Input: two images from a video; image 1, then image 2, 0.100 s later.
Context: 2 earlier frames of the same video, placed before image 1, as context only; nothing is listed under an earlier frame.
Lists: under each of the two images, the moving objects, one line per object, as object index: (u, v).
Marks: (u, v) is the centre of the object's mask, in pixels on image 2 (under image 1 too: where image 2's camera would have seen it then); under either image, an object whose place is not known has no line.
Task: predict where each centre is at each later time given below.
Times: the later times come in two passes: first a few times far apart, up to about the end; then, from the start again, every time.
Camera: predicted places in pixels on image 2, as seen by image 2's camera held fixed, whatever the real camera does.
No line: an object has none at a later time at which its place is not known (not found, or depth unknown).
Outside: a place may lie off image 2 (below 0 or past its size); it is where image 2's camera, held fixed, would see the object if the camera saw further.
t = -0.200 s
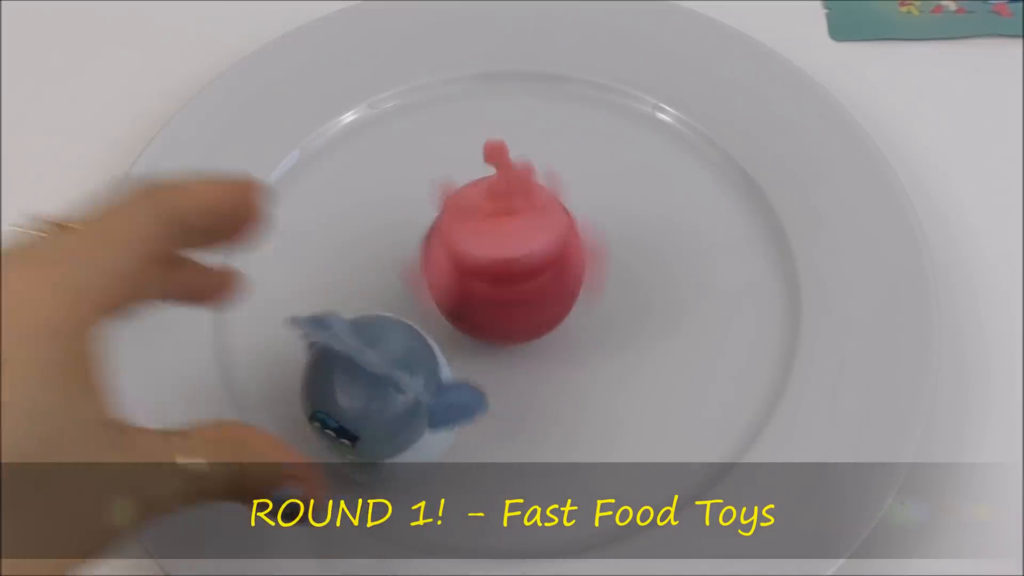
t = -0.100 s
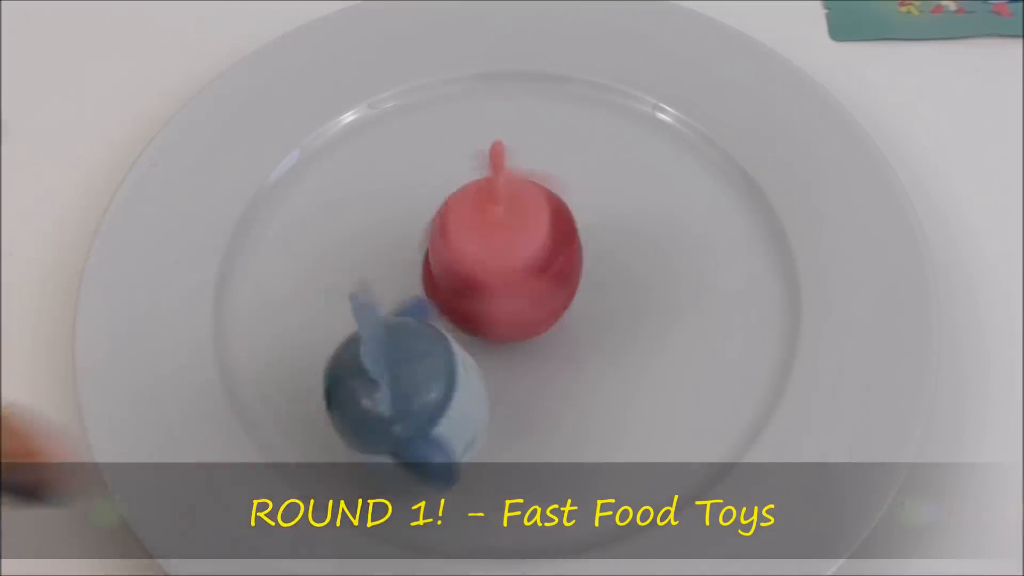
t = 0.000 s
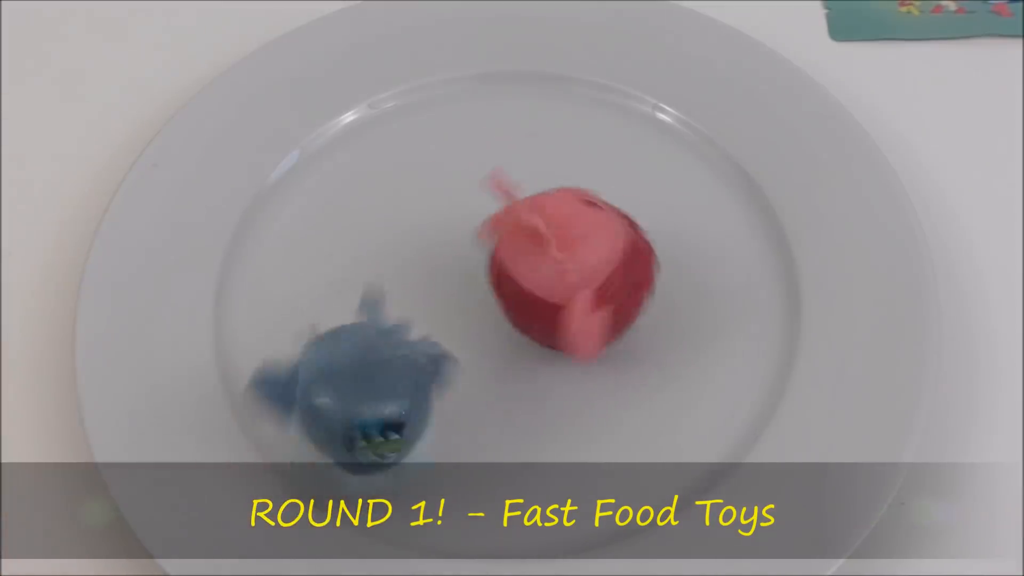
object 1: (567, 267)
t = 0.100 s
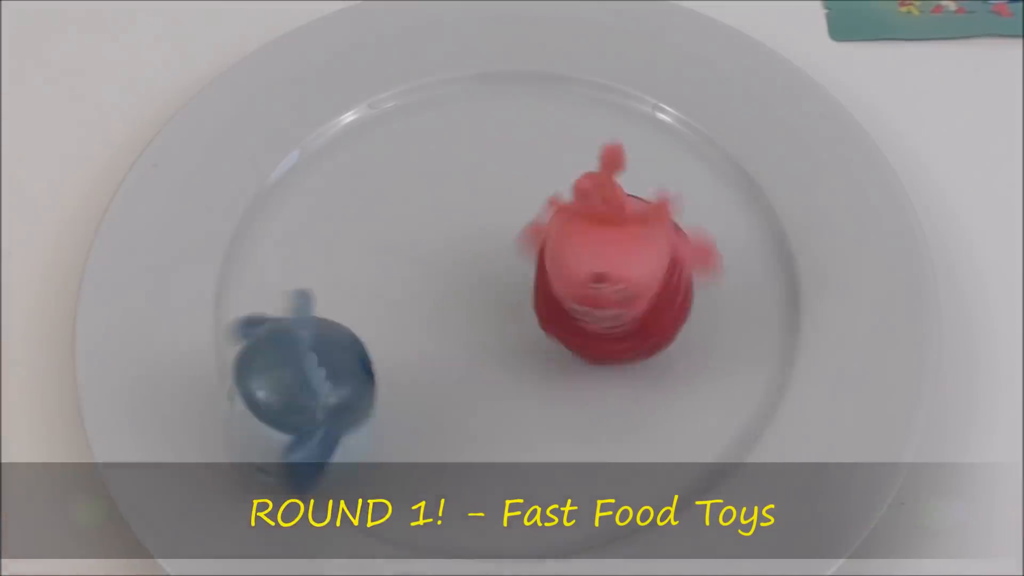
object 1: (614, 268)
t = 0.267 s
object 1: (624, 293)
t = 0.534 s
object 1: (602, 282)
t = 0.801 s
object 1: (641, 295)
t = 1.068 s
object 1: (658, 369)
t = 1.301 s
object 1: (588, 422)
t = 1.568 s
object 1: (543, 427)
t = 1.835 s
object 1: (481, 371)
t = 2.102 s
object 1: (513, 367)
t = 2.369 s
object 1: (466, 325)
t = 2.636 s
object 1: (492, 356)
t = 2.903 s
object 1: (454, 311)
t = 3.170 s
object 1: (479, 341)
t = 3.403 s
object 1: (438, 314)
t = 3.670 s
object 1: (332, 421)
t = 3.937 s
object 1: (349, 397)
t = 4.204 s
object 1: (350, 395)
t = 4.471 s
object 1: (349, 395)
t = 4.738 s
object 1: (348, 396)
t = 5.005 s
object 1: (348, 396)
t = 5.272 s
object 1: (347, 396)
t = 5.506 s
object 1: (303, 395)
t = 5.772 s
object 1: (287, 379)
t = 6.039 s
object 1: (289, 381)
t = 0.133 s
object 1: (620, 277)
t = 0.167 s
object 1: (626, 281)
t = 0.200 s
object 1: (630, 284)
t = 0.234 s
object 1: (623, 287)
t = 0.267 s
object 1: (624, 293)
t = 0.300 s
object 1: (618, 289)
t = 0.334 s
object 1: (616, 287)
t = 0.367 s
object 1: (612, 289)
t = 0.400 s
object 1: (618, 283)
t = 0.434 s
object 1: (611, 283)
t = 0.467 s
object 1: (610, 284)
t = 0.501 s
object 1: (605, 285)
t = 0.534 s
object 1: (602, 282)
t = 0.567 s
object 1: (603, 271)
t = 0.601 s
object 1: (602, 267)
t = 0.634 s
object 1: (605, 265)
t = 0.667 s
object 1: (605, 265)
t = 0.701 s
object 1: (605, 264)
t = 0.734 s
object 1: (607, 260)
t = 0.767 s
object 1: (619, 269)
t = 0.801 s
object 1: (641, 295)
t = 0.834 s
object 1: (657, 320)
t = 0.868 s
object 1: (661, 337)
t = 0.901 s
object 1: (671, 342)
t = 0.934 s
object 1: (689, 353)
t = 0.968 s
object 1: (688, 360)
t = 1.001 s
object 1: (676, 369)
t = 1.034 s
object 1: (668, 371)
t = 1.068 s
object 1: (658, 369)
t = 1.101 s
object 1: (652, 369)
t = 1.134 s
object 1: (642, 377)
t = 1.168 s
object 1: (628, 382)
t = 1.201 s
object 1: (618, 386)
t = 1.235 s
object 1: (611, 394)
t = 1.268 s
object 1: (601, 408)
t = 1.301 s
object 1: (588, 422)
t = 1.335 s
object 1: (580, 420)
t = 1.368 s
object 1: (573, 417)
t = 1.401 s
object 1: (568, 416)
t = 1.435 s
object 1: (565, 420)
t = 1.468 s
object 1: (557, 423)
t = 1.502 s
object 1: (551, 428)
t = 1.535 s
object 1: (549, 425)
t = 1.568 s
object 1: (543, 427)
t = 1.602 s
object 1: (536, 422)
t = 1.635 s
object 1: (529, 420)
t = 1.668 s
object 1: (524, 419)
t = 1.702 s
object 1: (516, 416)
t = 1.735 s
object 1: (506, 411)
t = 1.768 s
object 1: (493, 403)
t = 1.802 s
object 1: (484, 388)
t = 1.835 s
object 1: (481, 371)
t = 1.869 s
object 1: (488, 355)
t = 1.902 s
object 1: (502, 343)
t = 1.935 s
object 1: (518, 338)
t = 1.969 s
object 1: (530, 342)
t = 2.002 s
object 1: (534, 350)
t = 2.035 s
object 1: (530, 357)
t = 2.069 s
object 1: (522, 363)
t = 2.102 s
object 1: (513, 367)
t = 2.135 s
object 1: (505, 370)
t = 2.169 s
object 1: (496, 372)
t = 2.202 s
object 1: (487, 372)
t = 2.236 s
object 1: (474, 367)
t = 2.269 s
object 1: (465, 359)
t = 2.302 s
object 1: (459, 348)
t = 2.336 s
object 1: (459, 336)
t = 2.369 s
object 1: (466, 325)
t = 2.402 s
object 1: (479, 315)
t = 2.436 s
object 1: (493, 314)
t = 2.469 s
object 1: (505, 319)
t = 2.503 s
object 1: (511, 327)
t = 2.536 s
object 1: (510, 336)
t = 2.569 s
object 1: (506, 345)
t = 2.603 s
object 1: (498, 353)
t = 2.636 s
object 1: (492, 356)
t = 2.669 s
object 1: (486, 358)
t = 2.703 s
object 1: (480, 357)
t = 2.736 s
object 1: (471, 355)
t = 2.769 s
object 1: (461, 349)
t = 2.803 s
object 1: (453, 341)
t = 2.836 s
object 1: (448, 332)
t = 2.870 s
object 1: (450, 321)
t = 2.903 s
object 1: (454, 311)
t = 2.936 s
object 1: (465, 303)
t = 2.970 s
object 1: (478, 302)
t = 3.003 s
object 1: (490, 308)
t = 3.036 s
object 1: (498, 315)
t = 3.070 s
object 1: (498, 323)
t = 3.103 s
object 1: (495, 331)
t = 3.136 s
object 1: (488, 338)
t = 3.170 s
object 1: (479, 341)
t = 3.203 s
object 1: (473, 343)
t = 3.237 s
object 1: (467, 343)
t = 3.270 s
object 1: (458, 343)
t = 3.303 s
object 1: (449, 339)
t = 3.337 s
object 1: (442, 332)
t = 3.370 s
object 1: (438, 323)
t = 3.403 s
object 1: (438, 314)
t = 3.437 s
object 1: (439, 310)
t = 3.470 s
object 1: (428, 322)
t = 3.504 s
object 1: (416, 341)
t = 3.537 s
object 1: (400, 363)
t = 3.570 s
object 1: (386, 386)
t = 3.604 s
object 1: (374, 403)
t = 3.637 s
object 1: (350, 412)
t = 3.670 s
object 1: (332, 421)
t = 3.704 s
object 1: (327, 419)
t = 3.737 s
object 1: (331, 412)
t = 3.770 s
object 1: (334, 408)
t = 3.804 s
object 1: (336, 407)
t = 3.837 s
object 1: (339, 404)
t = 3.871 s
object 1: (344, 402)
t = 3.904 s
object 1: (348, 398)
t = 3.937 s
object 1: (349, 397)
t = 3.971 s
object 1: (350, 396)
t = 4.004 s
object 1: (351, 395)
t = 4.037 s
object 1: (350, 395)
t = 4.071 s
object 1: (350, 395)
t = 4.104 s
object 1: (350, 395)
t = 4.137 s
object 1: (350, 395)
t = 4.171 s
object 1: (350, 395)
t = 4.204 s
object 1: (350, 395)
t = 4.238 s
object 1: (350, 395)
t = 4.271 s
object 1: (350, 395)
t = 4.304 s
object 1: (349, 395)
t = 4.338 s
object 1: (349, 395)
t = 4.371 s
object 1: (349, 395)
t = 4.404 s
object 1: (349, 395)
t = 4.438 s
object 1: (349, 395)
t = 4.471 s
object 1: (349, 395)
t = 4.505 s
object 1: (349, 395)
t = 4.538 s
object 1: (349, 395)
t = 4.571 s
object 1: (349, 395)
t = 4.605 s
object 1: (348, 395)
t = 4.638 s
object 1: (348, 395)
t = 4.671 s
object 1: (348, 395)
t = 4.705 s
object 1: (348, 395)
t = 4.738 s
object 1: (348, 396)
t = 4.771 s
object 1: (348, 396)
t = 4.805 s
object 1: (348, 396)
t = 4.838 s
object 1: (348, 396)
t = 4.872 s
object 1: (348, 396)
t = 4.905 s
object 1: (348, 396)
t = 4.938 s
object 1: (348, 396)
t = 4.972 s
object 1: (348, 395)
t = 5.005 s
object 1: (348, 396)
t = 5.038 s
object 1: (347, 397)
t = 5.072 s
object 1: (347, 395)
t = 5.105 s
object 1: (347, 395)
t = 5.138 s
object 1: (347, 394)
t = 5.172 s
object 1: (347, 394)
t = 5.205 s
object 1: (347, 394)
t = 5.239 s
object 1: (347, 396)
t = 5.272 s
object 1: (347, 396)
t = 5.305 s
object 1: (347, 396)
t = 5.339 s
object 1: (340, 398)
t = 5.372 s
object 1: (327, 399)
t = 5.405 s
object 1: (320, 401)
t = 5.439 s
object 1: (312, 402)
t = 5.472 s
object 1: (307, 398)
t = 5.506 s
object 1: (303, 395)
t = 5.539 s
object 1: (302, 390)
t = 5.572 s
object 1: (304, 387)
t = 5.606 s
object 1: (306, 384)
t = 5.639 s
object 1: (307, 383)
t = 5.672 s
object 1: (307, 383)
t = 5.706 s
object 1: (303, 377)
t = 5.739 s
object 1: (291, 378)
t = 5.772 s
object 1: (287, 379)
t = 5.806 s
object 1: (287, 379)
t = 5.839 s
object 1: (288, 380)
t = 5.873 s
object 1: (289, 382)
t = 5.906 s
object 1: (289, 383)
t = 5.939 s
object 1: (290, 383)
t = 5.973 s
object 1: (290, 382)
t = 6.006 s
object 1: (290, 381)
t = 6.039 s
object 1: (289, 381)
